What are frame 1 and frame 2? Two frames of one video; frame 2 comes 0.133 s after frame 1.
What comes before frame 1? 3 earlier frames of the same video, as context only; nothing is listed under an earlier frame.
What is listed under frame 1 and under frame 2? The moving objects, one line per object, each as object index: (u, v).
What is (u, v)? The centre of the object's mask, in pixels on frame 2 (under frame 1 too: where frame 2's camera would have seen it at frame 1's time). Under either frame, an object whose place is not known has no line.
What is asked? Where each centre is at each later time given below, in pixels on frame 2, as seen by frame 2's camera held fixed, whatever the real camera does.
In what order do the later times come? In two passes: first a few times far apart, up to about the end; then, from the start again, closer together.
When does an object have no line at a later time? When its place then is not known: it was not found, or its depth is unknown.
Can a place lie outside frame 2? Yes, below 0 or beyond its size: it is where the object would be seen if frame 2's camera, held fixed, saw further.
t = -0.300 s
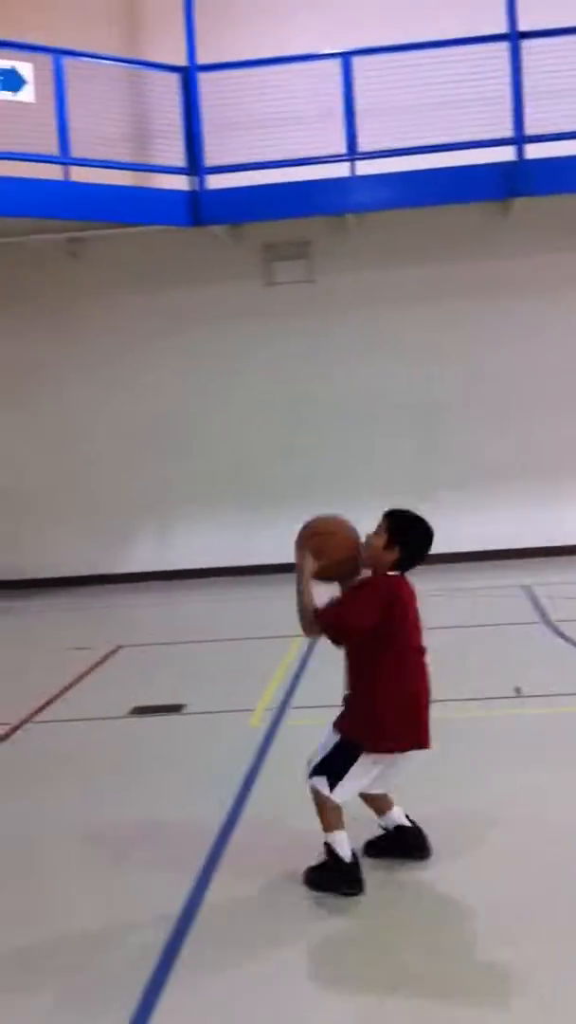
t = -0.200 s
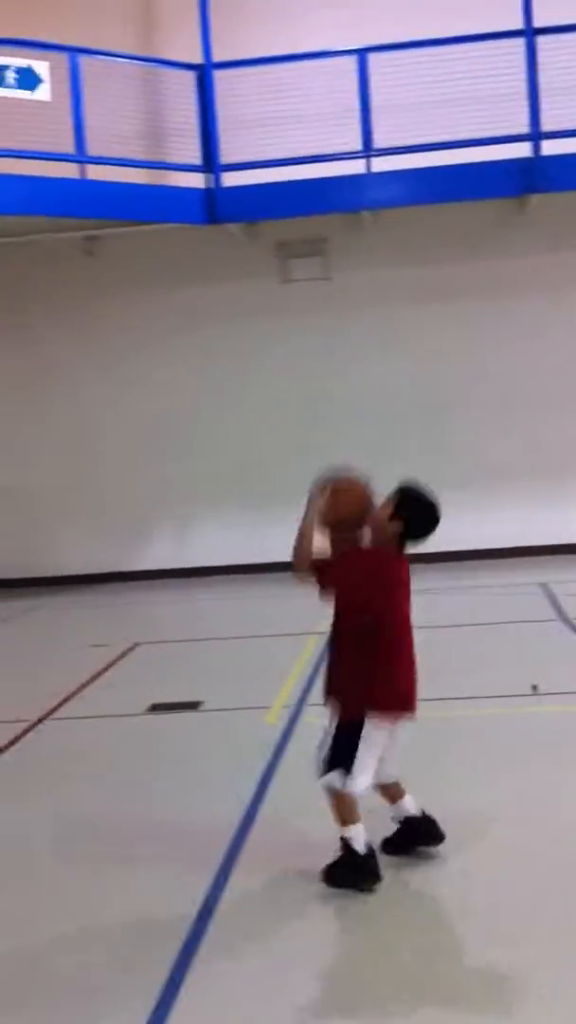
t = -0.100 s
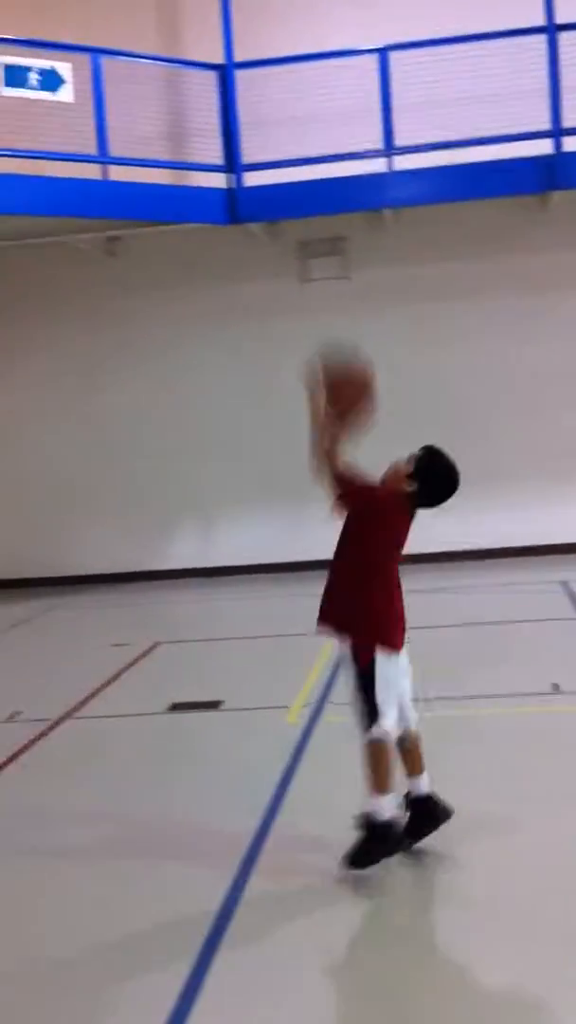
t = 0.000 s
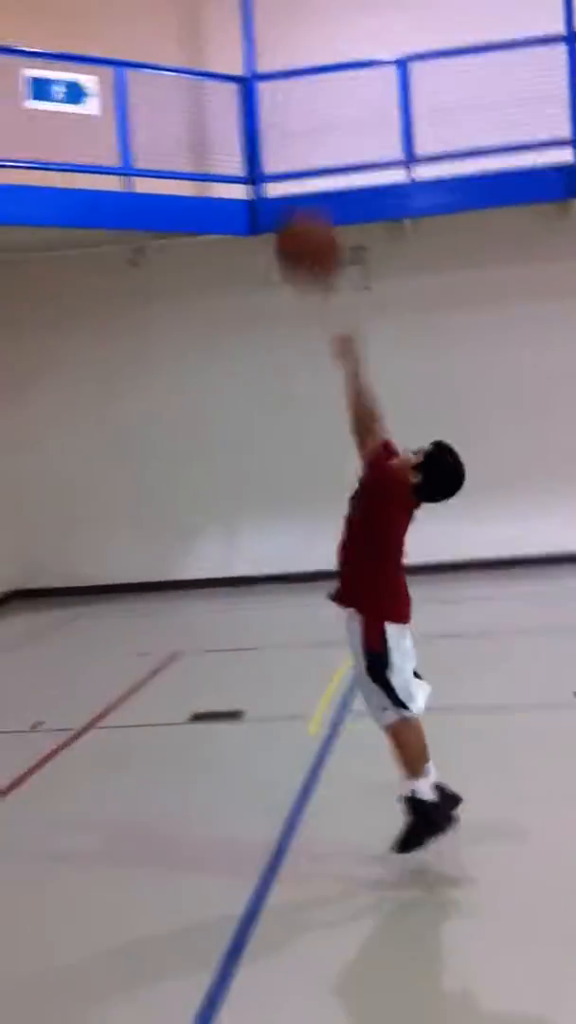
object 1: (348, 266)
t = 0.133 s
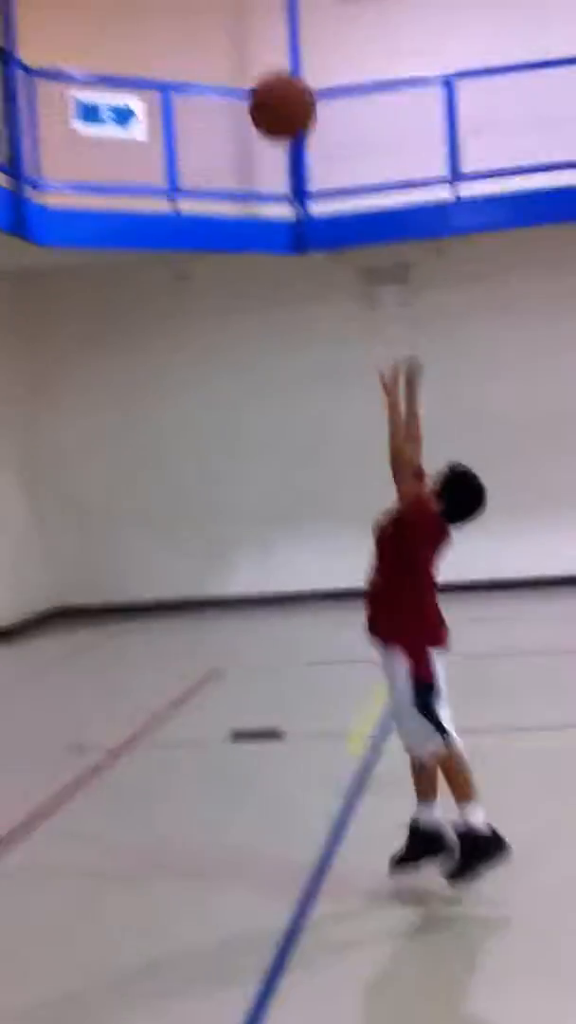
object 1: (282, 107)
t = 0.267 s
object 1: (220, 11)
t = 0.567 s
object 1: (104, -25)
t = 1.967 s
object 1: (-168, 362)
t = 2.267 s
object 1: (-187, 434)
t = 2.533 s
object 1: (-185, 636)
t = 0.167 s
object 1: (264, 78)
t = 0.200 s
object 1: (251, 52)
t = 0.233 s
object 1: (235, 30)
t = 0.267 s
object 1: (220, 11)
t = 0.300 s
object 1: (207, -4)
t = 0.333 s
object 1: (194, -17)
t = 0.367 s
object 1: (179, -28)
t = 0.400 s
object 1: (167, -33)
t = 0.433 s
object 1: (155, -39)
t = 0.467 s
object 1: (142, -39)
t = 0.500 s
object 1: (129, -37)
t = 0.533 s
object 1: (115, -33)
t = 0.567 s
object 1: (104, -25)
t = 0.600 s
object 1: (92, -16)
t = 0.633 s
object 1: (81, -3)
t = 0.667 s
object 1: (71, 12)
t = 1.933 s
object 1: (-165, 365)
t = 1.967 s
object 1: (-168, 362)
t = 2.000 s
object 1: (-172, 362)
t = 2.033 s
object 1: (-175, 363)
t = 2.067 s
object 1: (-177, 367)
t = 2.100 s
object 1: (-179, 372)
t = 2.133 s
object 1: (-181, 380)
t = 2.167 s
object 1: (-183, 391)
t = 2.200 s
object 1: (-185, 403)
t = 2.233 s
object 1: (-186, 417)
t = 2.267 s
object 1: (-187, 434)
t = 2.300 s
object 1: (-188, 453)
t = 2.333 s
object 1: (-188, 473)
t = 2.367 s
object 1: (-188, 495)
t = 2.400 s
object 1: (-188, 520)
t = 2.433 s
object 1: (-188, 547)
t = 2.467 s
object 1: (-187, 575)
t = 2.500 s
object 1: (-186, 606)
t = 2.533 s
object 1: (-185, 636)
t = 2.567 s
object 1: (-184, 668)
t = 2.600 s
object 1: (-182, 709)
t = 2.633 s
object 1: (-182, 748)
